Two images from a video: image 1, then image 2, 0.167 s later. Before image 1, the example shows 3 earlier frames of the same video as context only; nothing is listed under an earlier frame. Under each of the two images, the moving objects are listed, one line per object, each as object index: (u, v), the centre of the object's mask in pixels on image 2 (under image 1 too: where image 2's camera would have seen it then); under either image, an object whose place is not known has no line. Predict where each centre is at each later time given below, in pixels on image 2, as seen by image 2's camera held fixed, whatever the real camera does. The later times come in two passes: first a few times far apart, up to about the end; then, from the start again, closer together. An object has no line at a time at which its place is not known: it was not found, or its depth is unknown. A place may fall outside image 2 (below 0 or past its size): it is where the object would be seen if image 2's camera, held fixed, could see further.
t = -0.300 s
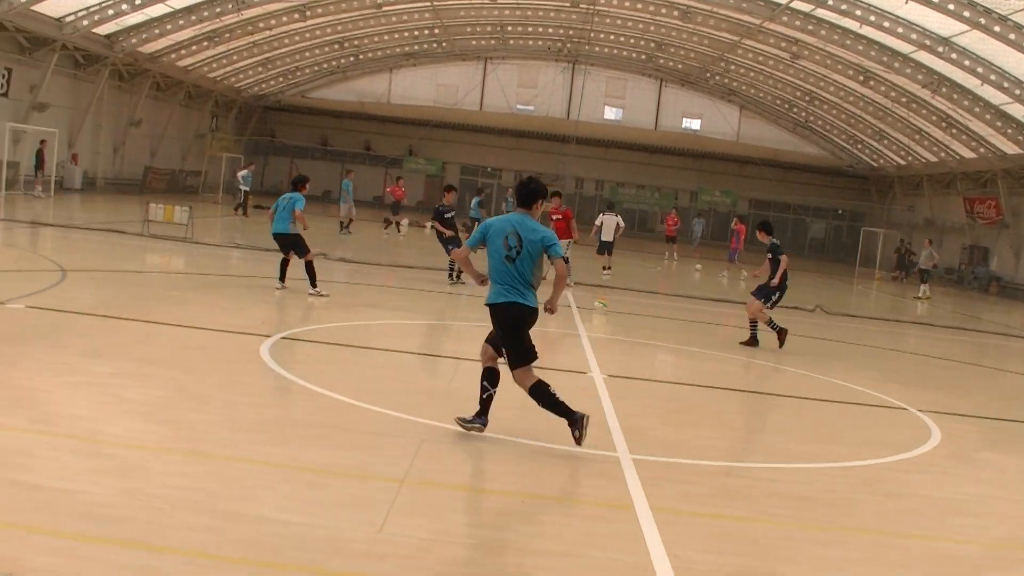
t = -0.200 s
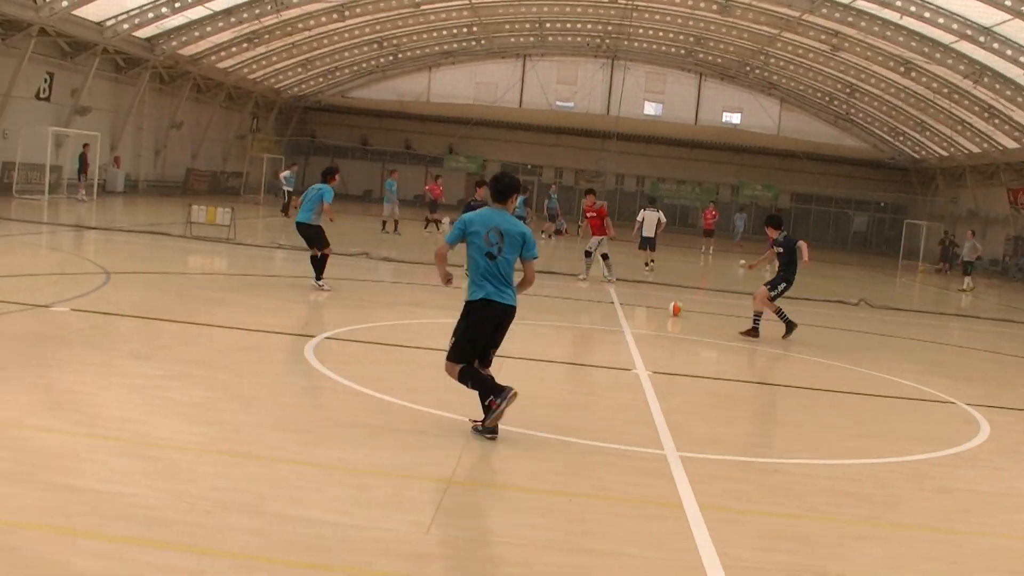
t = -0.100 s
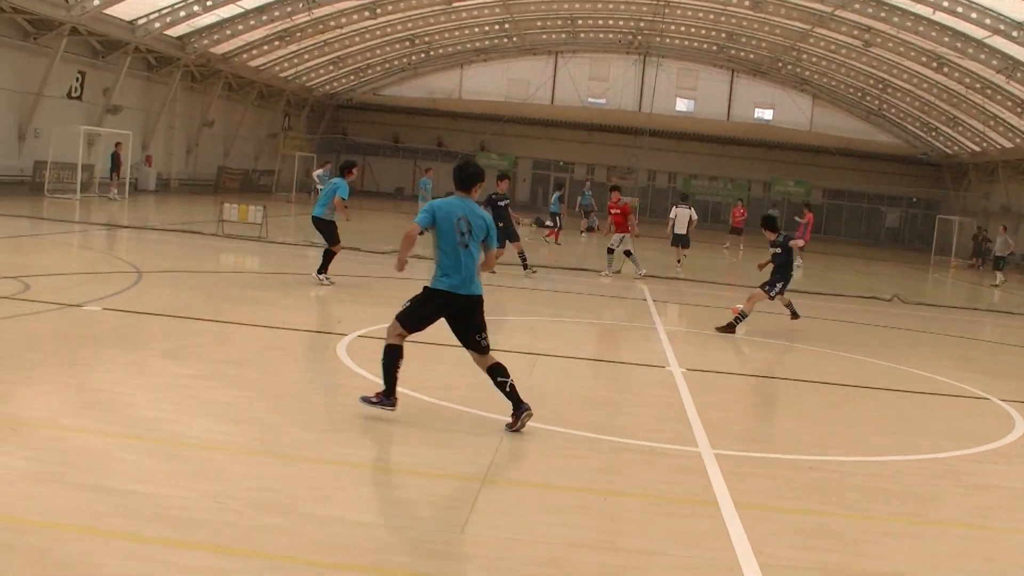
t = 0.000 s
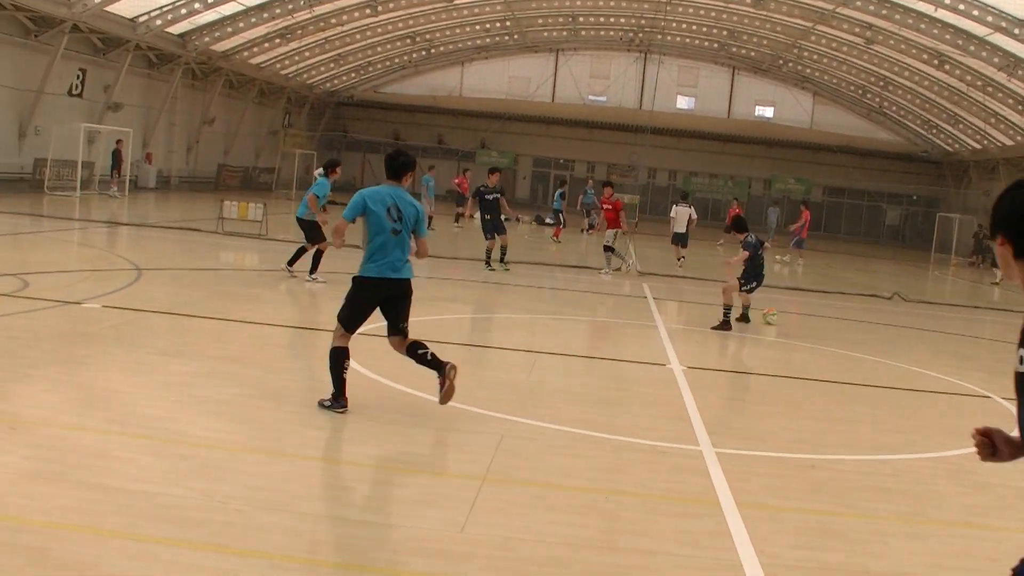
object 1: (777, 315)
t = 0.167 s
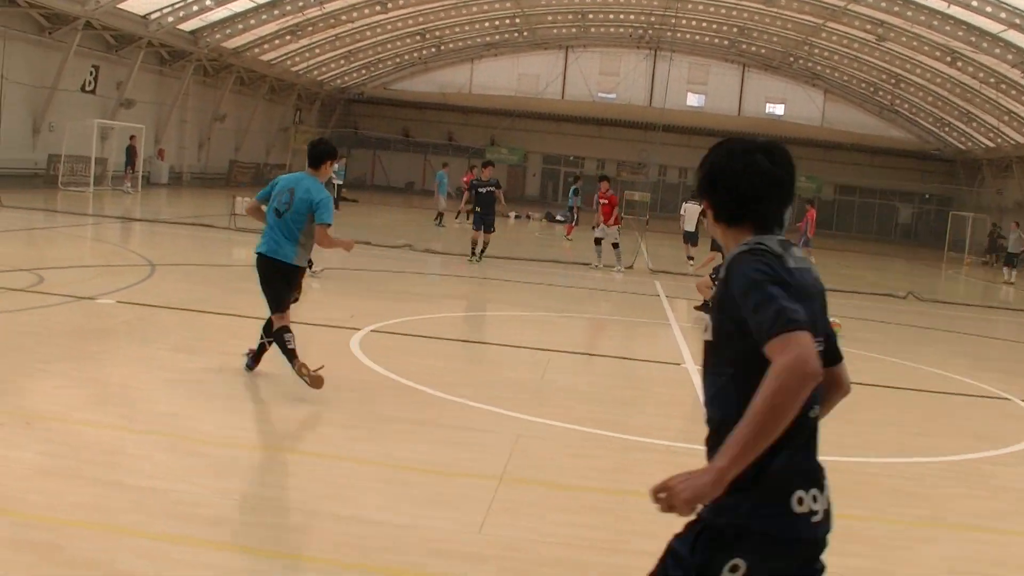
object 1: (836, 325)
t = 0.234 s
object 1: (856, 332)
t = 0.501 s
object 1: (920, 349)
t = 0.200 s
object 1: (844, 329)
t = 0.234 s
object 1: (856, 332)
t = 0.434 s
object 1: (909, 345)
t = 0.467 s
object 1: (916, 347)
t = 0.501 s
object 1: (920, 349)
